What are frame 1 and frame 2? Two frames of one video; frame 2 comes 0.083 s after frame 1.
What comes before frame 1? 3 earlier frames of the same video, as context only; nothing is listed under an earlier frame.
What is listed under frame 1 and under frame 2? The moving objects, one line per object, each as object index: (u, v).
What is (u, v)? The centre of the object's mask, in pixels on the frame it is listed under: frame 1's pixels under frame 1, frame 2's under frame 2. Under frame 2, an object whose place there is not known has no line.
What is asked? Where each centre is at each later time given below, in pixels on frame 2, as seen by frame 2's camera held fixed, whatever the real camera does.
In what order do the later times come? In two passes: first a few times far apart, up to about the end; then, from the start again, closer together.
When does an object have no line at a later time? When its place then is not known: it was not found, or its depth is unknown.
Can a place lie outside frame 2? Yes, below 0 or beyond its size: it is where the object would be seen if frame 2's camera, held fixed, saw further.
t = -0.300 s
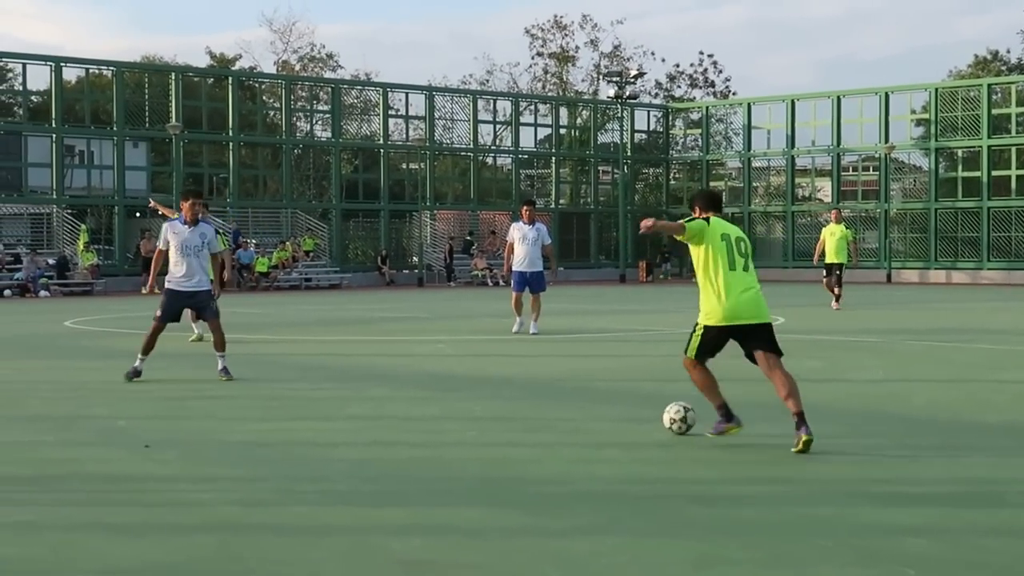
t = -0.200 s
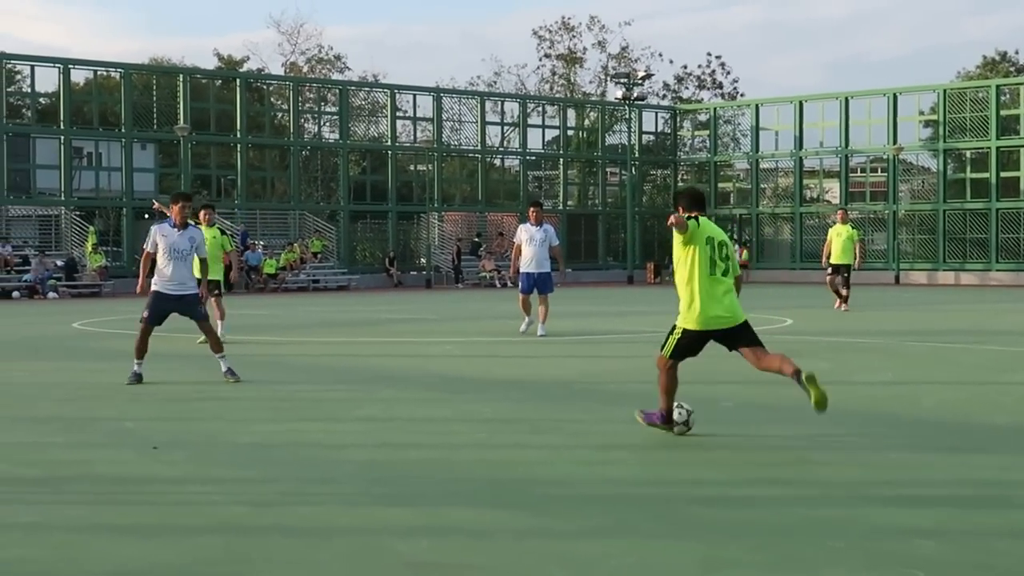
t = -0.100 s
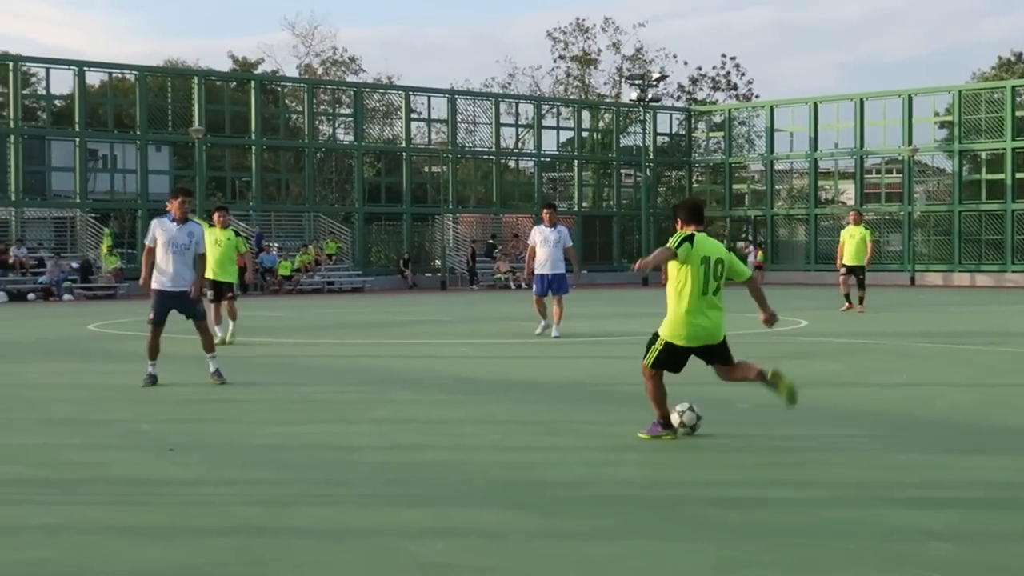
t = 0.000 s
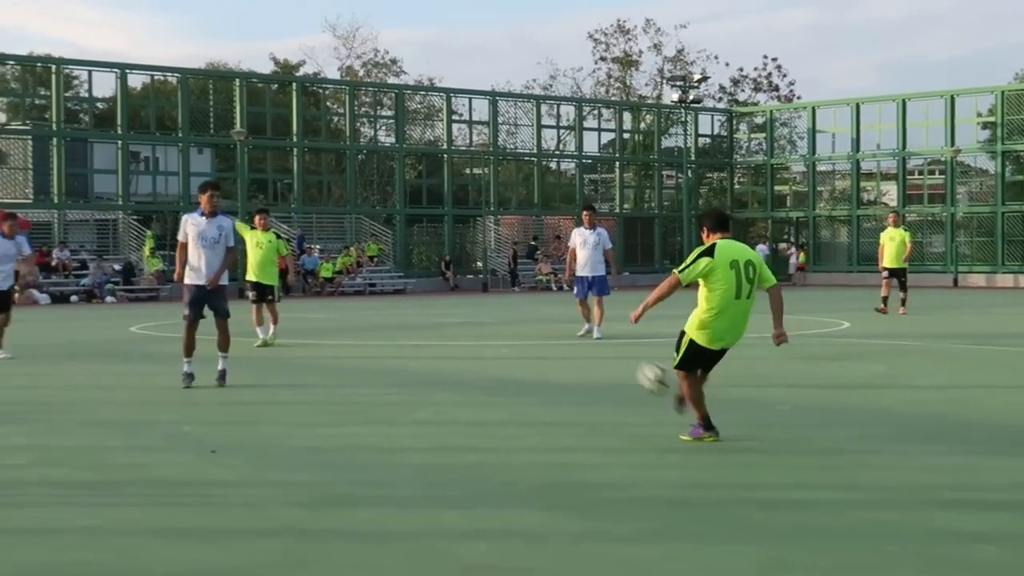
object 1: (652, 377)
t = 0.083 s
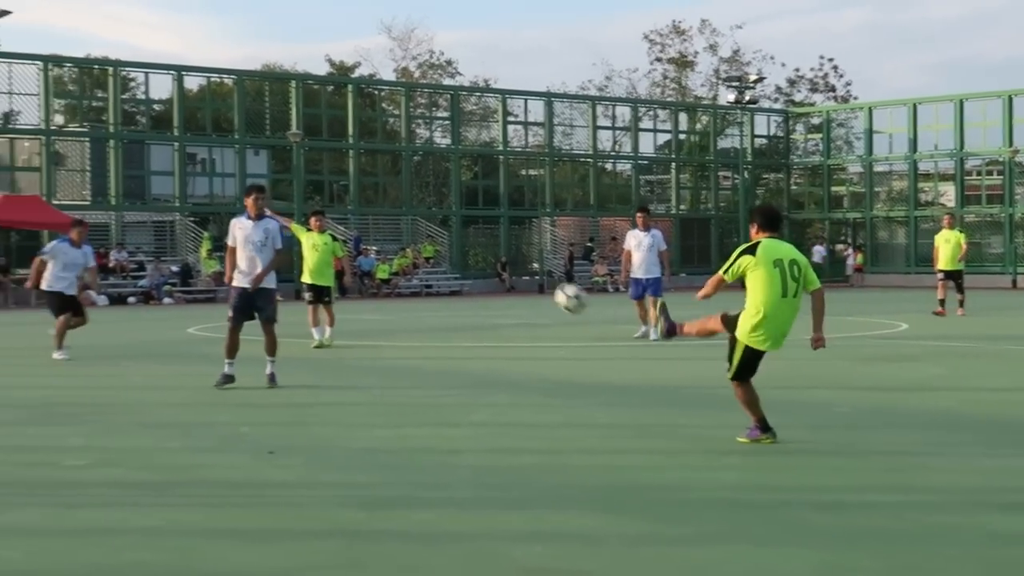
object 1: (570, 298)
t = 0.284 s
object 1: (305, 168)
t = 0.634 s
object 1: (-24, 79)
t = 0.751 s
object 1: (-113, 77)
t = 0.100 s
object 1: (545, 283)
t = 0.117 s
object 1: (522, 270)
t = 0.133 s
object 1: (500, 258)
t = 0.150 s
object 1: (477, 246)
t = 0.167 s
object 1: (454, 234)
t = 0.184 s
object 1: (432, 224)
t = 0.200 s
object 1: (410, 214)
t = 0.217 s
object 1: (388, 203)
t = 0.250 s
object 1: (346, 184)
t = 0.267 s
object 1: (326, 176)
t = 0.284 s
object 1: (305, 168)
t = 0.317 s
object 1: (268, 152)
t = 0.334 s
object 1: (251, 146)
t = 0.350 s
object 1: (231, 138)
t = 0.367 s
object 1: (215, 133)
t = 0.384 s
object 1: (198, 127)
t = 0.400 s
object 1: (182, 122)
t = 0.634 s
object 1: (-24, 79)
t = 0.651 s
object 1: (-37, 78)
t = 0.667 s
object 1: (-49, 77)
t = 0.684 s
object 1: (-62, 77)
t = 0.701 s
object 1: (-75, 76)
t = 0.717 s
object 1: (-86, 77)
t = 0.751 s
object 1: (-113, 77)
